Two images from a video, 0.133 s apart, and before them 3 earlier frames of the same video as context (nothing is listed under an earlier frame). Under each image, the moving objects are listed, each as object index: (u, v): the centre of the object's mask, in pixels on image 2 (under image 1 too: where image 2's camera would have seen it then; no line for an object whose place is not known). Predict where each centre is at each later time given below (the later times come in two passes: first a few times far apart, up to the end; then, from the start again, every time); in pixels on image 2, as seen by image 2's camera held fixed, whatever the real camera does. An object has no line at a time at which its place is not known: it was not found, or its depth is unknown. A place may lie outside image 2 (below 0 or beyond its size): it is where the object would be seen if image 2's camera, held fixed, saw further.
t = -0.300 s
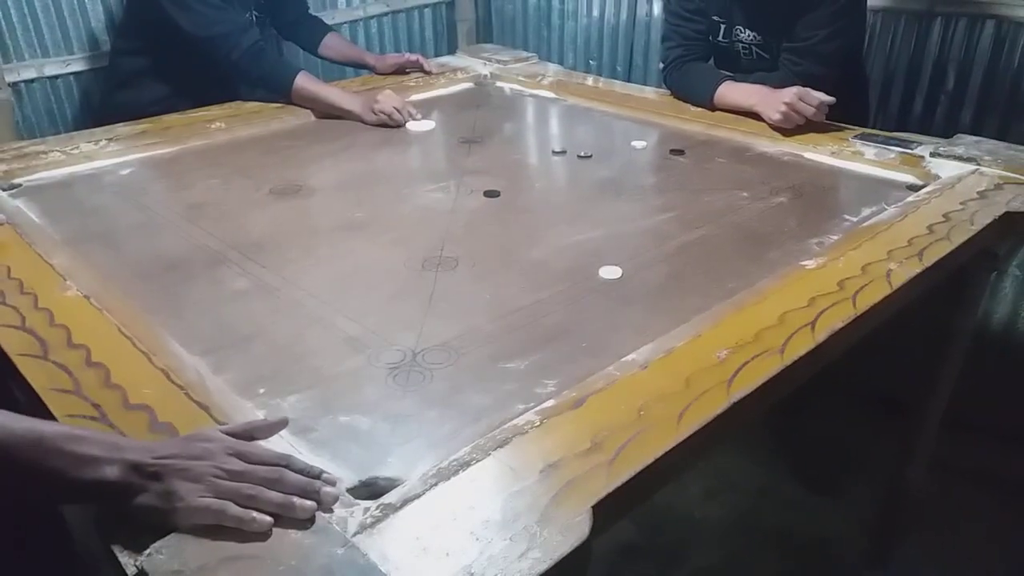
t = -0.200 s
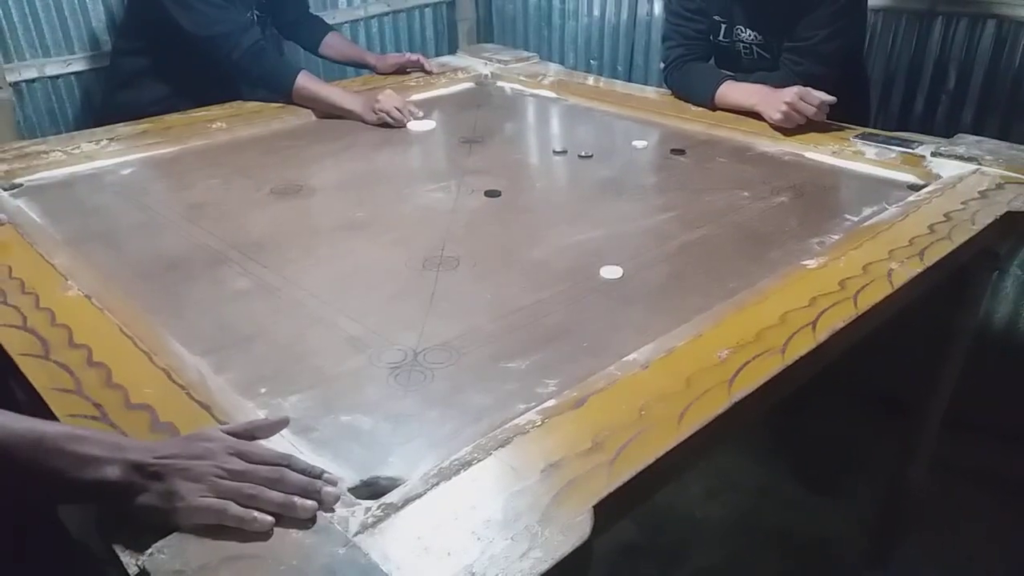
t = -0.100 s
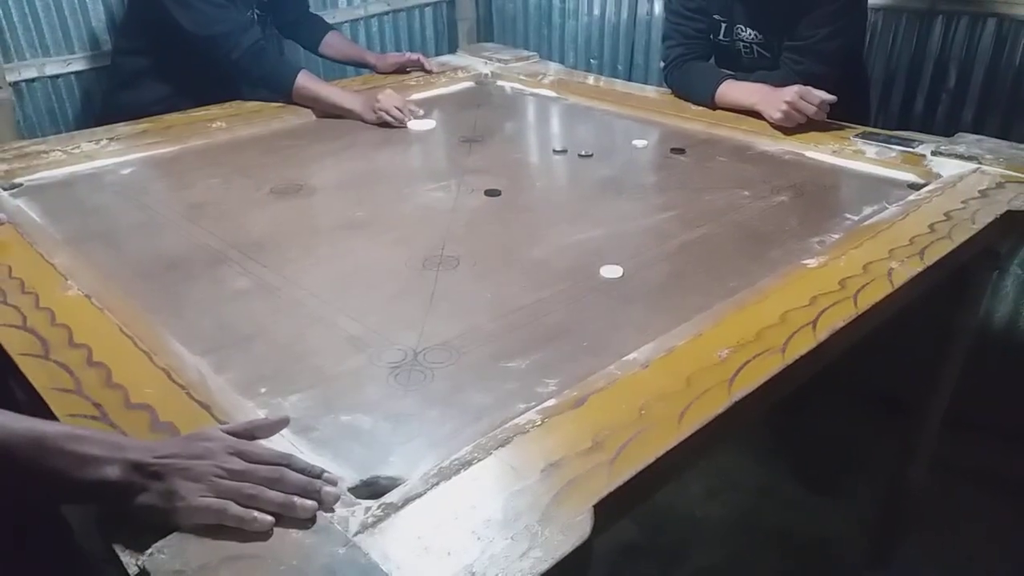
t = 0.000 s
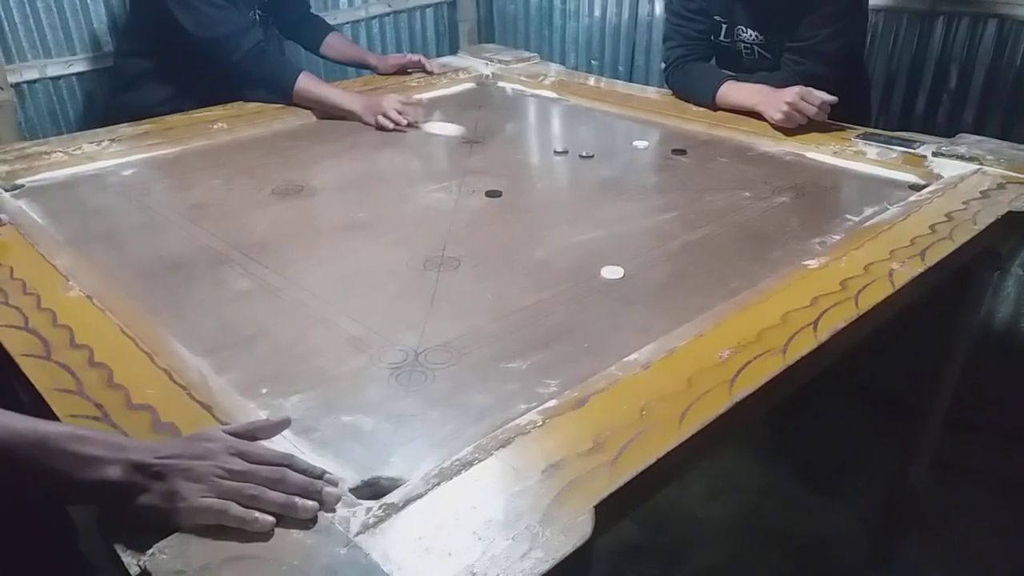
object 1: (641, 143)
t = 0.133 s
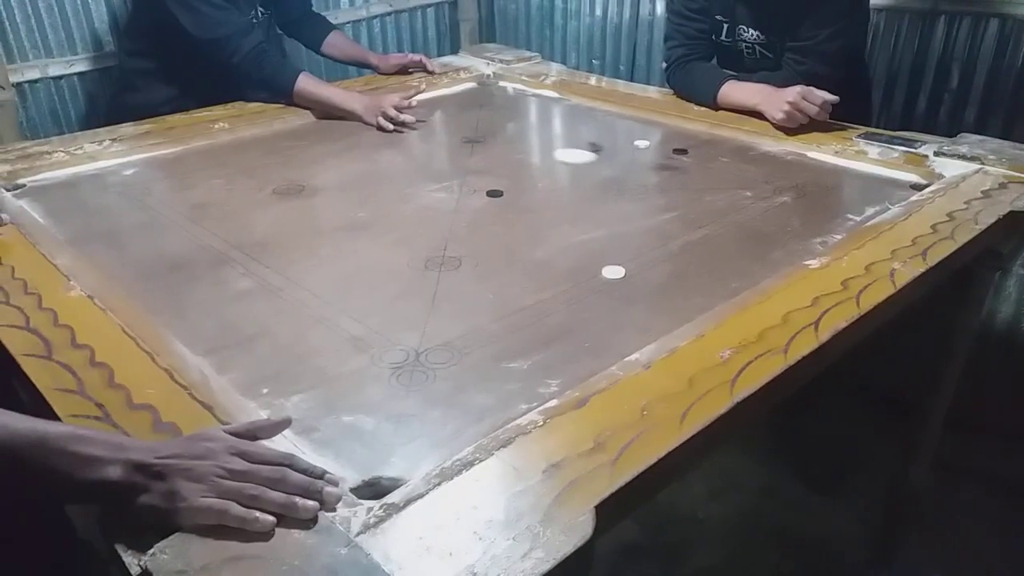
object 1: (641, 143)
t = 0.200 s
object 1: (642, 143)
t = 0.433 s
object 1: (695, 144)
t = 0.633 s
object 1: (700, 144)
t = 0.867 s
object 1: (700, 144)
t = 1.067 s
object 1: (700, 144)
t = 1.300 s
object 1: (700, 144)
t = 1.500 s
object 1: (700, 144)
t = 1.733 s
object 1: (700, 144)
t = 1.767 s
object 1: (700, 144)
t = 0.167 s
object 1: (641, 142)
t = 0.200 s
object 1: (642, 143)
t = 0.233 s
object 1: (652, 143)
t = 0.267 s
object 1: (663, 143)
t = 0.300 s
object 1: (671, 143)
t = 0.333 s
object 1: (679, 144)
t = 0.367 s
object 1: (686, 144)
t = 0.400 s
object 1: (691, 144)
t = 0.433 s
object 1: (695, 144)
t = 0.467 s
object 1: (698, 144)
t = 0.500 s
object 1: (699, 144)
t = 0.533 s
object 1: (700, 144)
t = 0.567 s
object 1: (700, 144)
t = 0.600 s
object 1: (700, 144)
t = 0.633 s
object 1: (700, 144)
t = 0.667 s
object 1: (700, 144)
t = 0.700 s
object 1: (700, 144)
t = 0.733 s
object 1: (700, 144)
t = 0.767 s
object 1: (700, 144)
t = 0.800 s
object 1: (700, 144)
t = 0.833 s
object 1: (700, 144)
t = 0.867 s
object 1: (700, 144)
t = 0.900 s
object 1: (700, 144)
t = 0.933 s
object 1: (700, 144)
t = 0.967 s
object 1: (700, 144)
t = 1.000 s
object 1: (700, 144)
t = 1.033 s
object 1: (700, 144)
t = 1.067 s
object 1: (700, 144)
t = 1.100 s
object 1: (700, 144)
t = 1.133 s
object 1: (700, 144)
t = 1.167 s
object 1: (700, 144)
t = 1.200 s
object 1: (700, 144)
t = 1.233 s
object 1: (700, 144)
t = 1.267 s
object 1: (700, 144)
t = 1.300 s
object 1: (700, 144)
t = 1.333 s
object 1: (700, 145)
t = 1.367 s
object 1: (700, 144)
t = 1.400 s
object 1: (700, 144)
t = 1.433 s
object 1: (700, 144)
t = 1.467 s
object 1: (700, 144)
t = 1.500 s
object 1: (700, 144)
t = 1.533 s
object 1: (701, 144)
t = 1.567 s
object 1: (701, 144)
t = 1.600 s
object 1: (701, 144)
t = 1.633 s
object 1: (700, 145)
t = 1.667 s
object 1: (700, 144)
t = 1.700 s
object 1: (700, 144)
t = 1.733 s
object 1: (700, 144)
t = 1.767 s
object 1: (700, 144)
